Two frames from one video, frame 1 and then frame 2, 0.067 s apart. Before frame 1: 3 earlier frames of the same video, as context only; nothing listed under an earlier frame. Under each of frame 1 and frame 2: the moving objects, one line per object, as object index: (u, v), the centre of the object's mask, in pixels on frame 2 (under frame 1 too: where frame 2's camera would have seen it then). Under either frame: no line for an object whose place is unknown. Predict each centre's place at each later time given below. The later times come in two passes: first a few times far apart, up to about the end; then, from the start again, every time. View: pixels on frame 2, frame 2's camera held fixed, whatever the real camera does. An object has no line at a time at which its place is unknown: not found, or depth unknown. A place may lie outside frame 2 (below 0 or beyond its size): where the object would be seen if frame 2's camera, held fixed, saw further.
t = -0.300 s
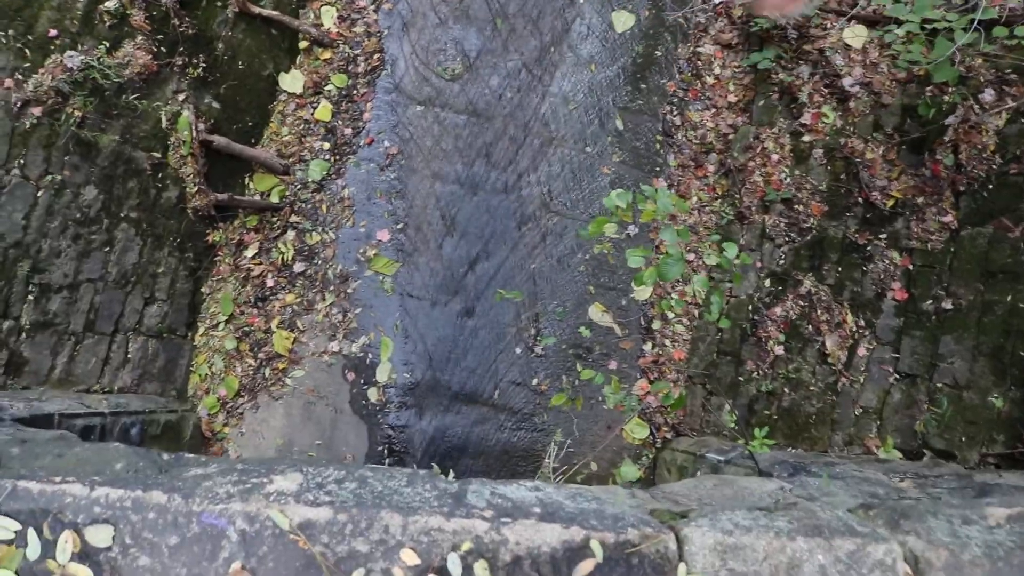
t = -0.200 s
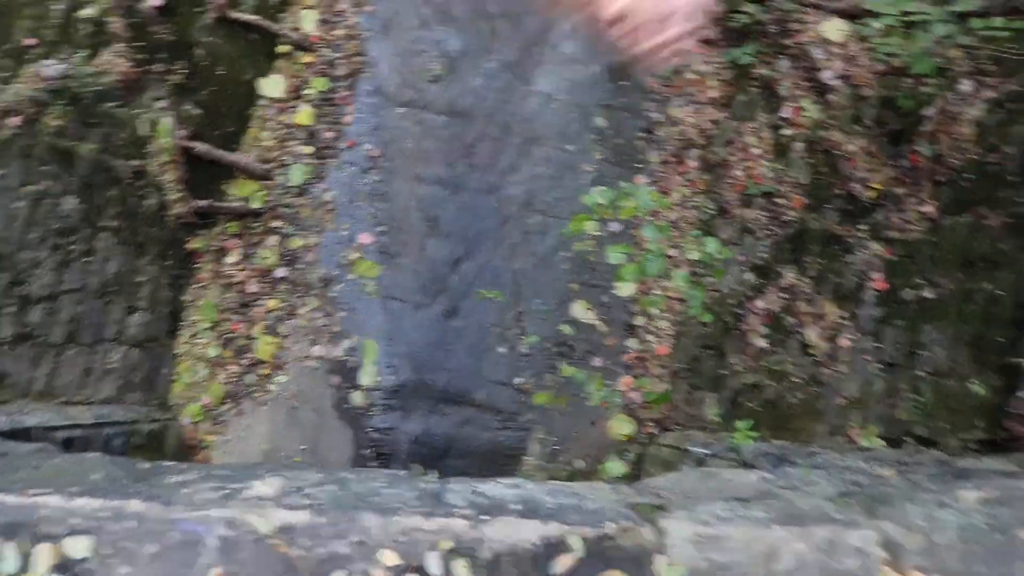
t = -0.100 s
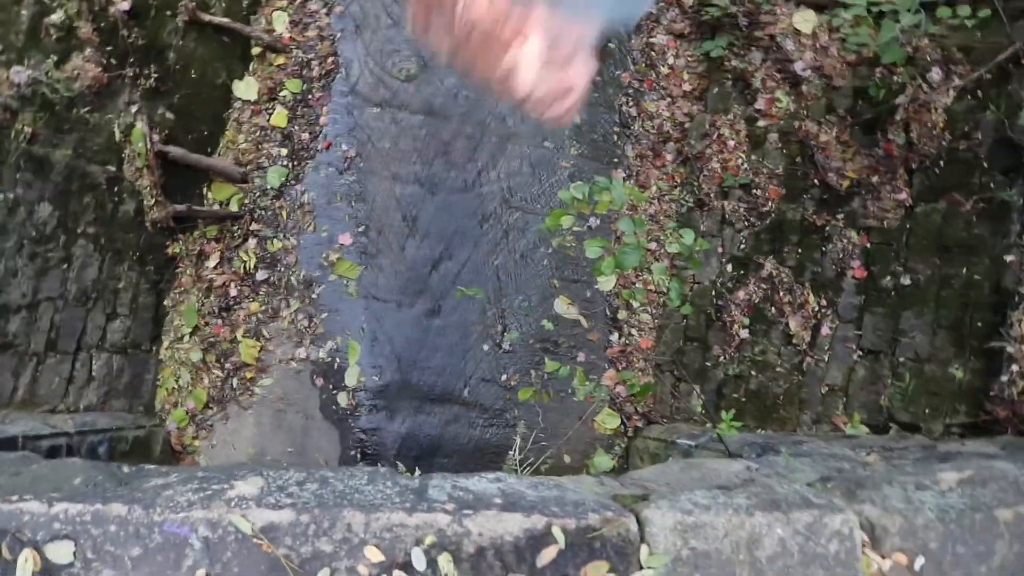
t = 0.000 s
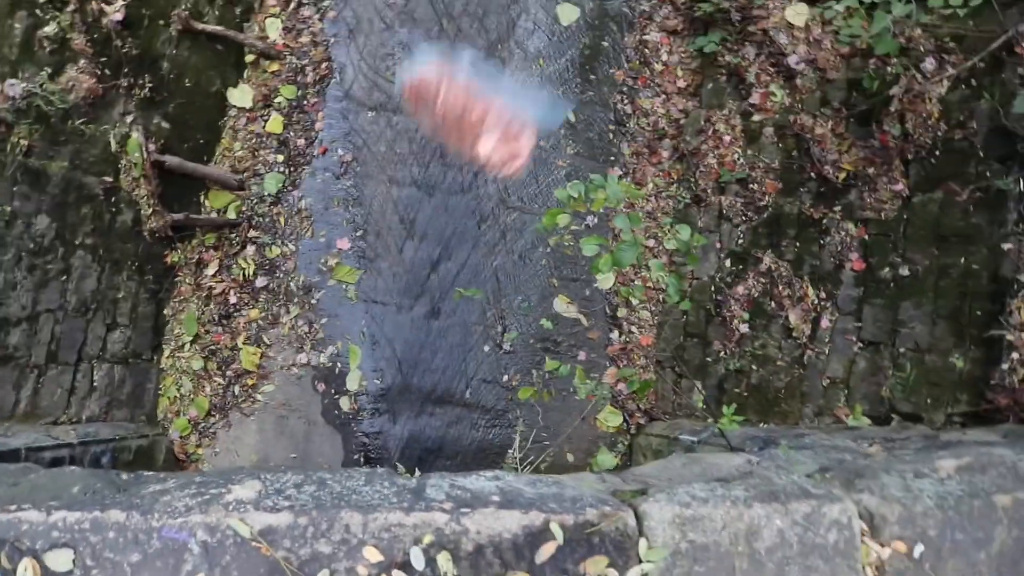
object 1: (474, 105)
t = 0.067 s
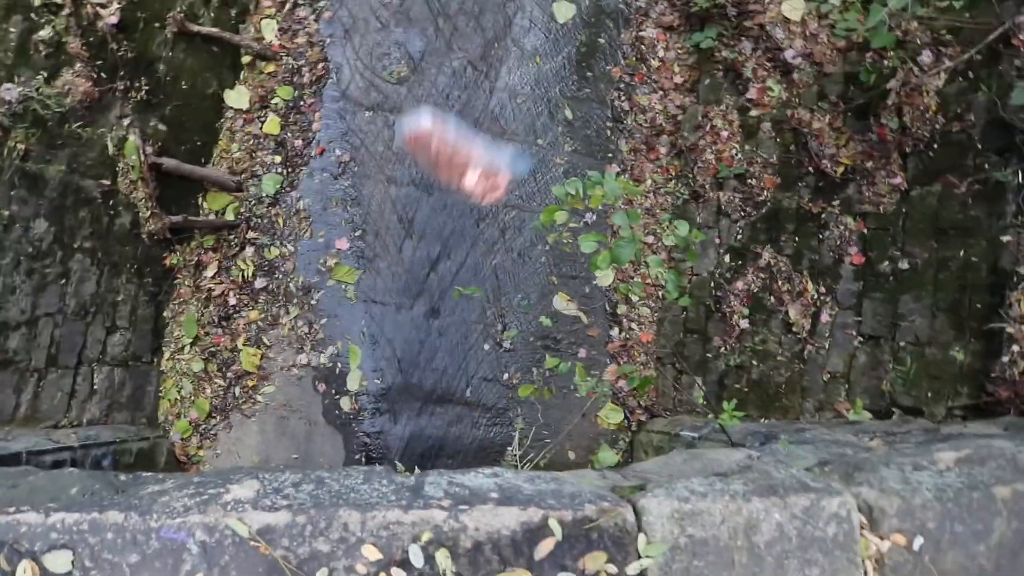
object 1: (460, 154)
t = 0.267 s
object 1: (448, 238)
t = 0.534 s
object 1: (446, 289)
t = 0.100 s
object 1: (457, 173)
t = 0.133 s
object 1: (453, 188)
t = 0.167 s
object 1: (450, 201)
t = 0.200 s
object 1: (450, 215)
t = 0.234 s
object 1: (448, 226)
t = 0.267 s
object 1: (448, 238)
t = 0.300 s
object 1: (445, 246)
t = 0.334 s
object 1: (445, 254)
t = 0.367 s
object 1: (446, 262)
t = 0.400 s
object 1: (447, 266)
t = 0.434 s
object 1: (447, 273)
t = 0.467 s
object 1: (447, 278)
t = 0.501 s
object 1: (446, 283)
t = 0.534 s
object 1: (446, 289)
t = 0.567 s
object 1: (446, 293)
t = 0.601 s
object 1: (446, 298)
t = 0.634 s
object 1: (446, 302)
